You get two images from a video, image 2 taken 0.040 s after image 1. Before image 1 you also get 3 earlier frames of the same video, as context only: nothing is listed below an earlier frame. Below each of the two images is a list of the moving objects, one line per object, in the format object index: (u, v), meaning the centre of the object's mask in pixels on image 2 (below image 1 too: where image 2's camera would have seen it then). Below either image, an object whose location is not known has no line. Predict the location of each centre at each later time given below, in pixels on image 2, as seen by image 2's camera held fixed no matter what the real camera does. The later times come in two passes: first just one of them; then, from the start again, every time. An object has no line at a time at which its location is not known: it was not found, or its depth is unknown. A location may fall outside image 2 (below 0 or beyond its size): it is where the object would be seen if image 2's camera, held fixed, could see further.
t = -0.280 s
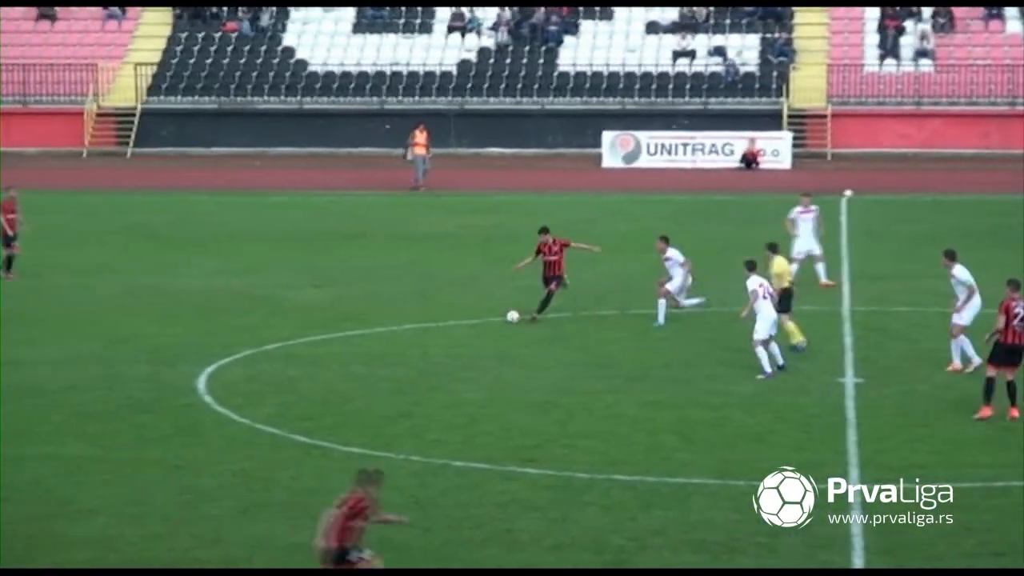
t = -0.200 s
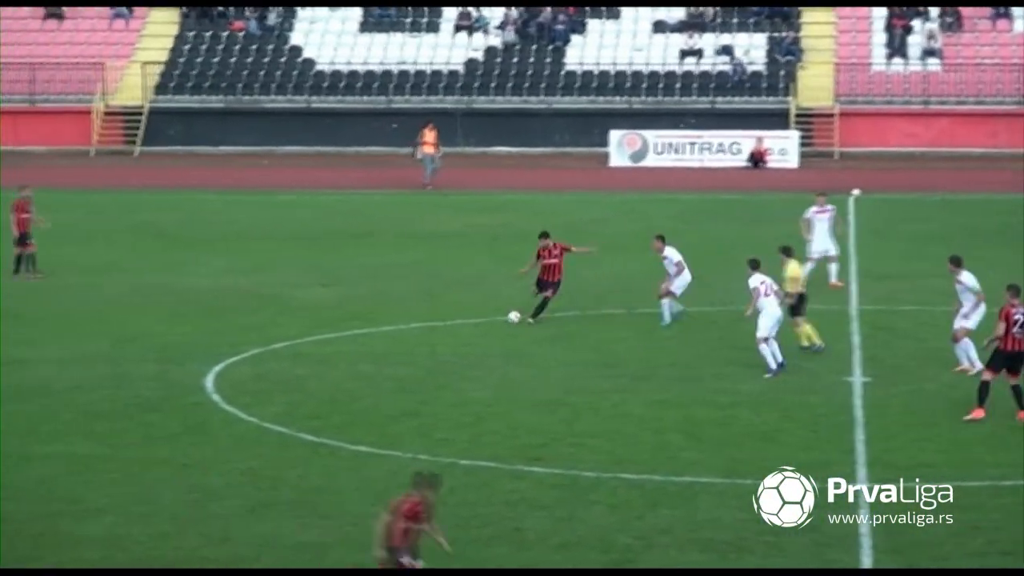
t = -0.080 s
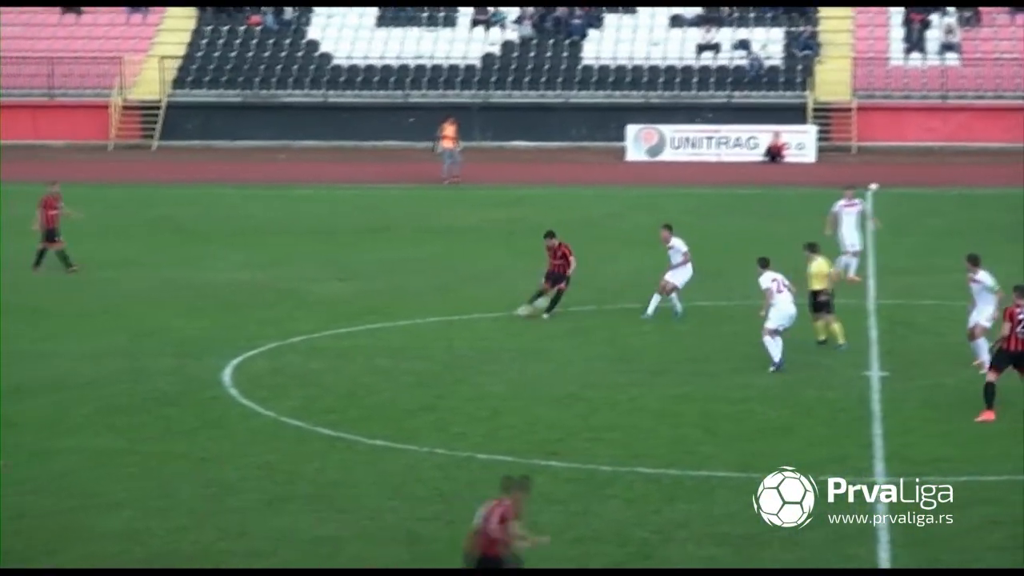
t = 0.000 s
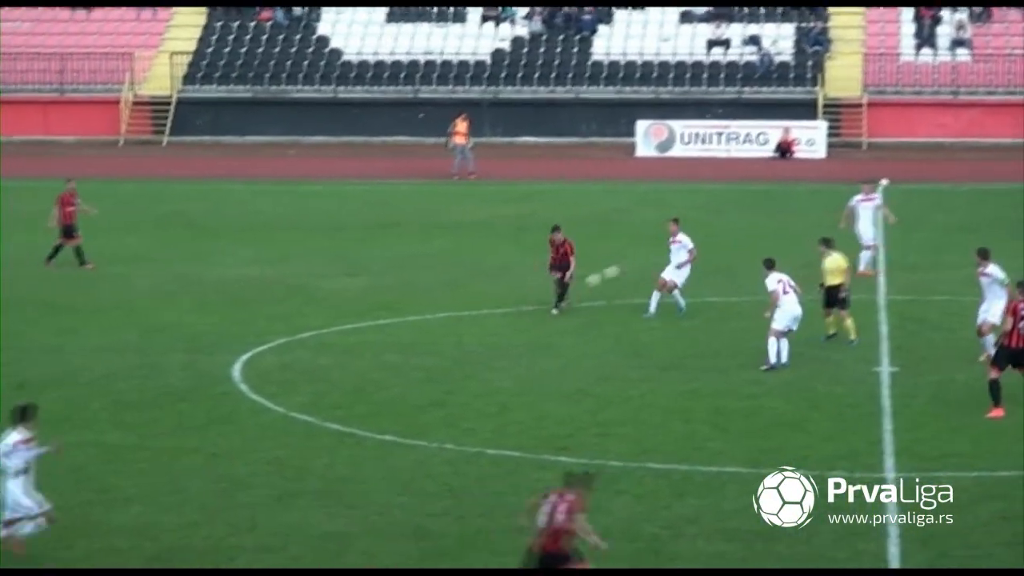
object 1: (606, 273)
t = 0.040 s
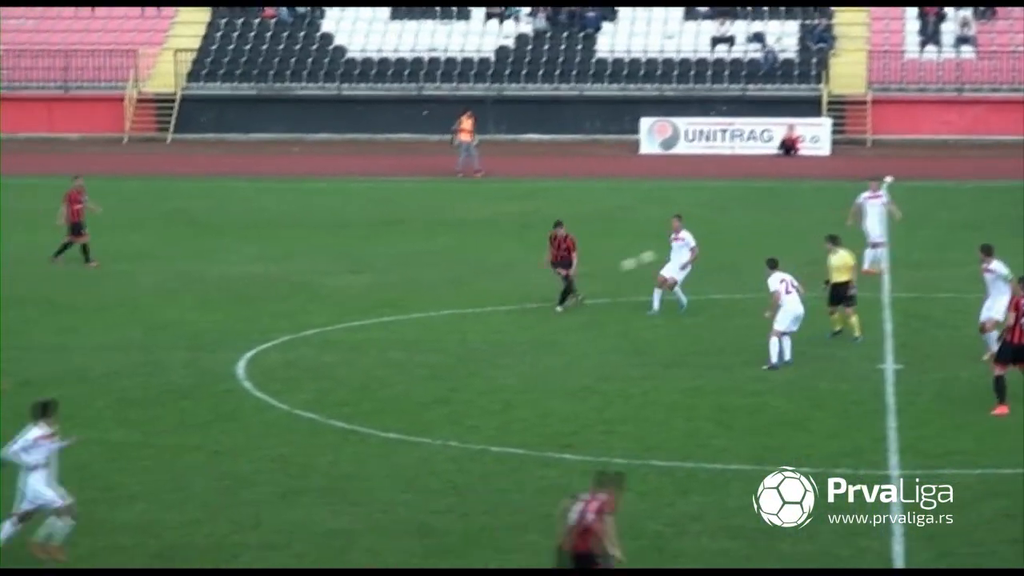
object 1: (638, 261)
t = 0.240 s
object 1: (808, 210)
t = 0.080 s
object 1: (659, 253)
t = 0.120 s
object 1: (707, 237)
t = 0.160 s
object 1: (738, 228)
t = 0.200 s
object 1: (773, 219)
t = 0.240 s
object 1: (808, 210)
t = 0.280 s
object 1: (844, 202)
